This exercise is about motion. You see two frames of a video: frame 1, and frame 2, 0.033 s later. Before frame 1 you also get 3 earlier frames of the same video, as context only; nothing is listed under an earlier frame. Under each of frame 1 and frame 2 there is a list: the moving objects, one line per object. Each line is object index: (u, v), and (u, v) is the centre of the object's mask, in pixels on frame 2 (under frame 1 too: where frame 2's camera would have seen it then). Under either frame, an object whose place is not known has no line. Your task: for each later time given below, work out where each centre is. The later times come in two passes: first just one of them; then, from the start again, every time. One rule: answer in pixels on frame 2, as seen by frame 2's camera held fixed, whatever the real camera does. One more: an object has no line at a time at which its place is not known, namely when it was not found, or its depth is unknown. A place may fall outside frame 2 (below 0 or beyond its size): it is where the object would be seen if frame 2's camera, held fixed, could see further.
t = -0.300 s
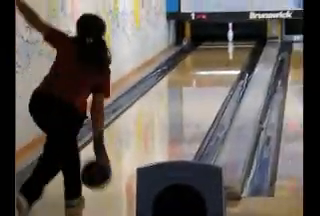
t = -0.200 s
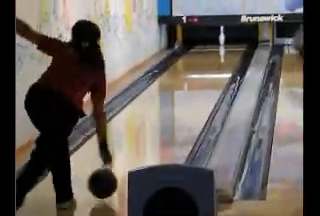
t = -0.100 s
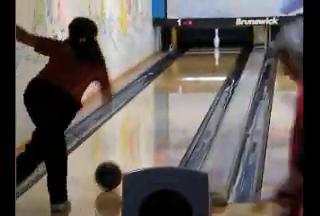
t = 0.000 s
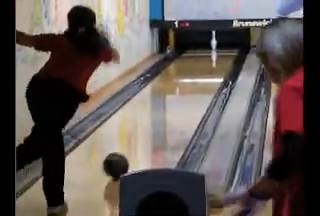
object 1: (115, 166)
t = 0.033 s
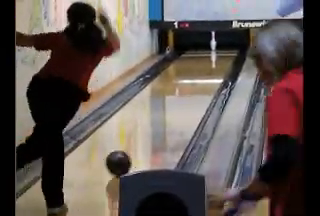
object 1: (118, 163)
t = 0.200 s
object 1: (132, 147)
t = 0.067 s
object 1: (121, 160)
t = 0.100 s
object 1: (124, 156)
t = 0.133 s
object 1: (127, 153)
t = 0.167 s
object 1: (130, 150)
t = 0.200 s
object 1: (132, 147)
